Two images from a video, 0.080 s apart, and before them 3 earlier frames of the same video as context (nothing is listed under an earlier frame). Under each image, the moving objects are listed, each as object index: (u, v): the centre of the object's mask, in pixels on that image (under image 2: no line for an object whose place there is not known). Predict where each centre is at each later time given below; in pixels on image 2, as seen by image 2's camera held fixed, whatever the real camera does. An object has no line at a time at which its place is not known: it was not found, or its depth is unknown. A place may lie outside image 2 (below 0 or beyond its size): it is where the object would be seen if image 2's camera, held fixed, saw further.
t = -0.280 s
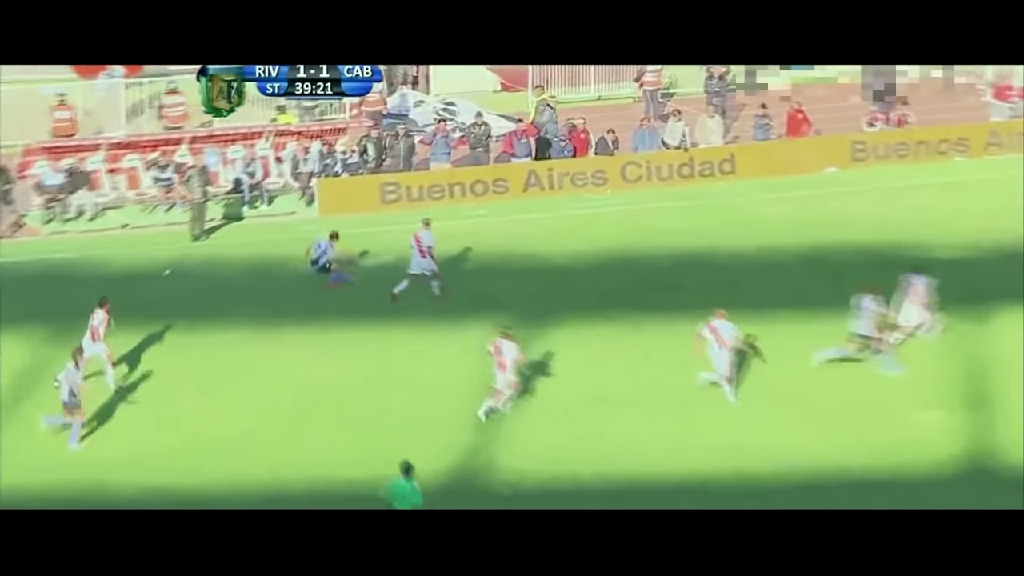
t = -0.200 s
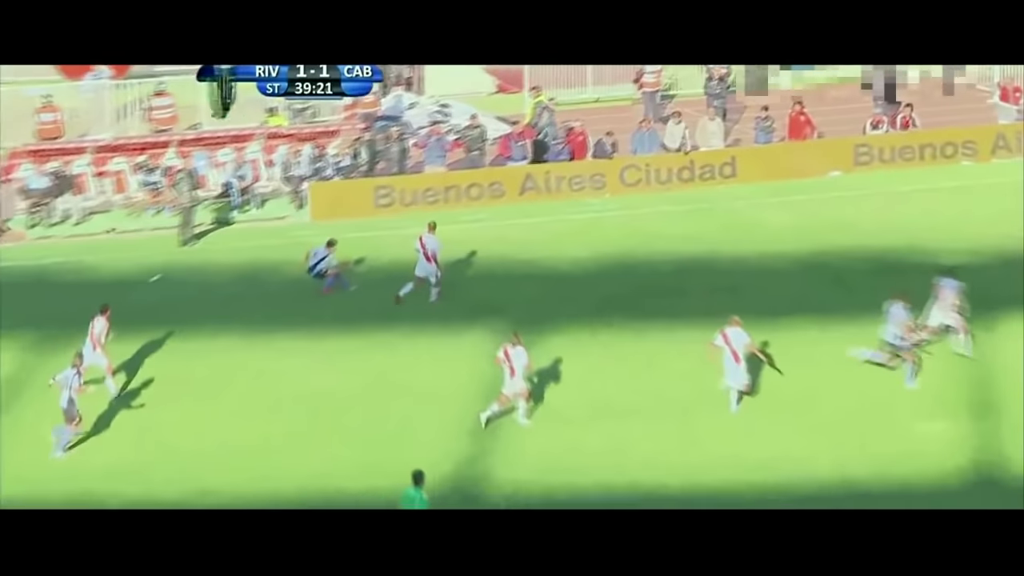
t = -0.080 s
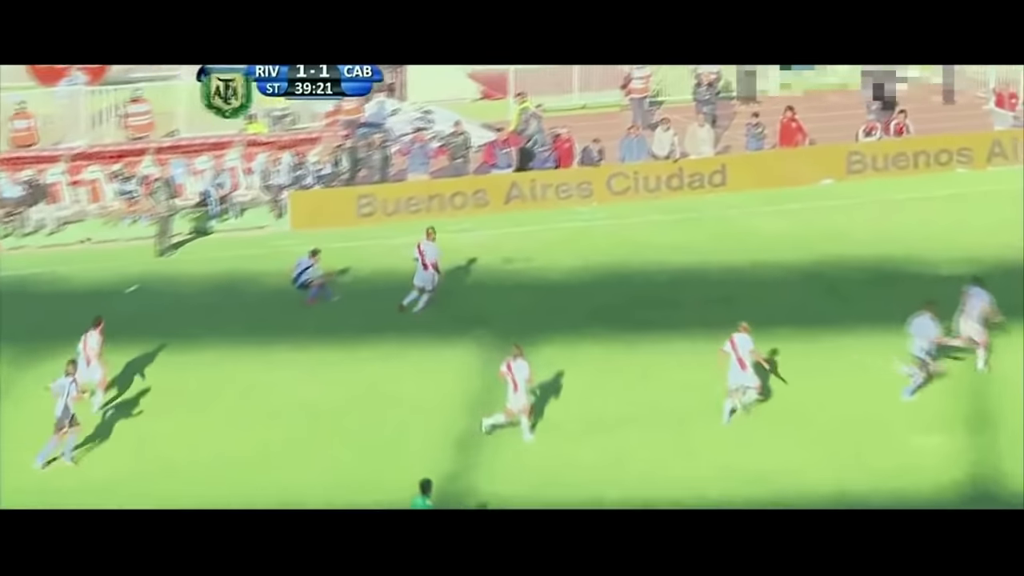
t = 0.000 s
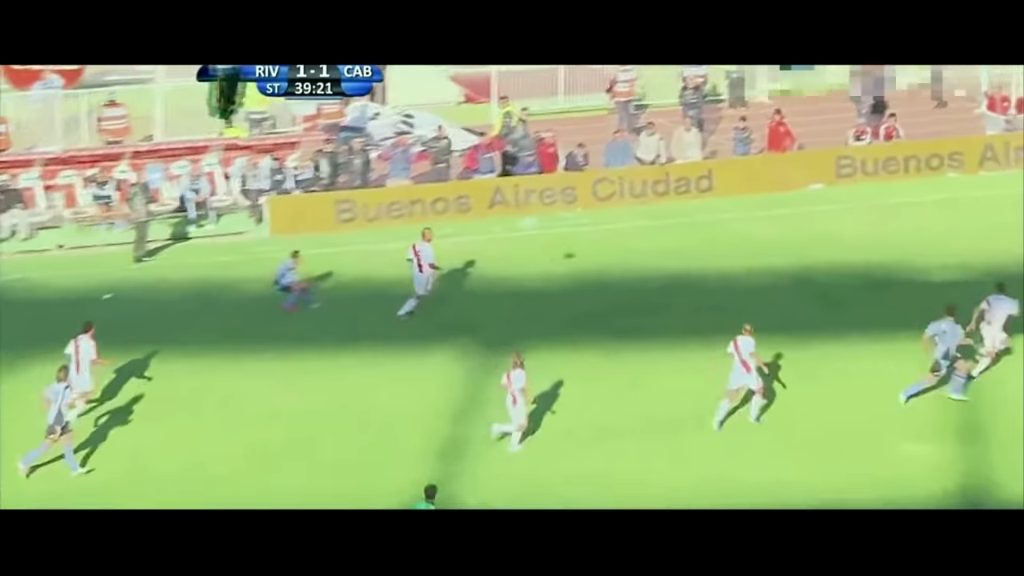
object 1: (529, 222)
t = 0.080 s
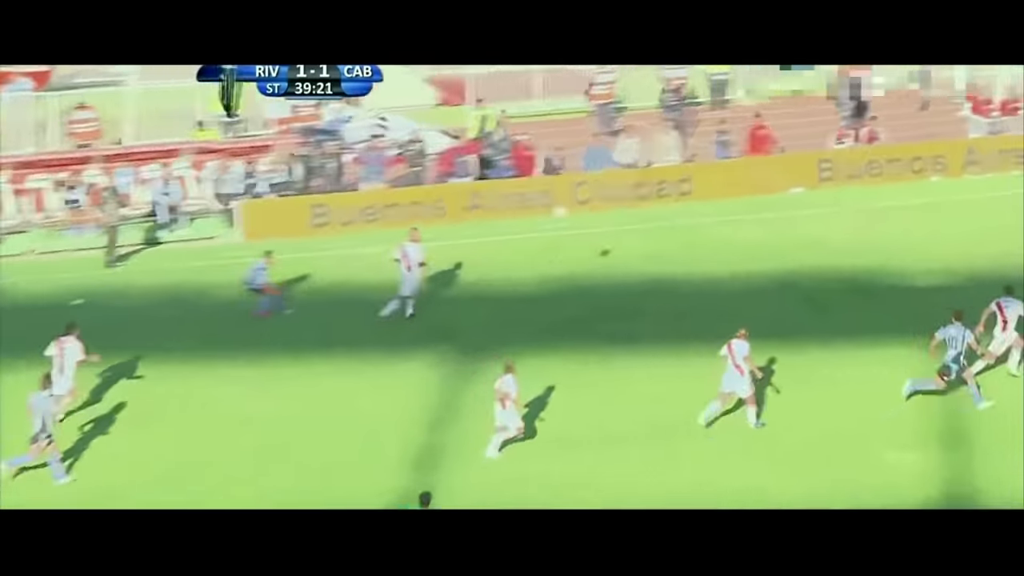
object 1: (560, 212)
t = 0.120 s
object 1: (585, 205)
